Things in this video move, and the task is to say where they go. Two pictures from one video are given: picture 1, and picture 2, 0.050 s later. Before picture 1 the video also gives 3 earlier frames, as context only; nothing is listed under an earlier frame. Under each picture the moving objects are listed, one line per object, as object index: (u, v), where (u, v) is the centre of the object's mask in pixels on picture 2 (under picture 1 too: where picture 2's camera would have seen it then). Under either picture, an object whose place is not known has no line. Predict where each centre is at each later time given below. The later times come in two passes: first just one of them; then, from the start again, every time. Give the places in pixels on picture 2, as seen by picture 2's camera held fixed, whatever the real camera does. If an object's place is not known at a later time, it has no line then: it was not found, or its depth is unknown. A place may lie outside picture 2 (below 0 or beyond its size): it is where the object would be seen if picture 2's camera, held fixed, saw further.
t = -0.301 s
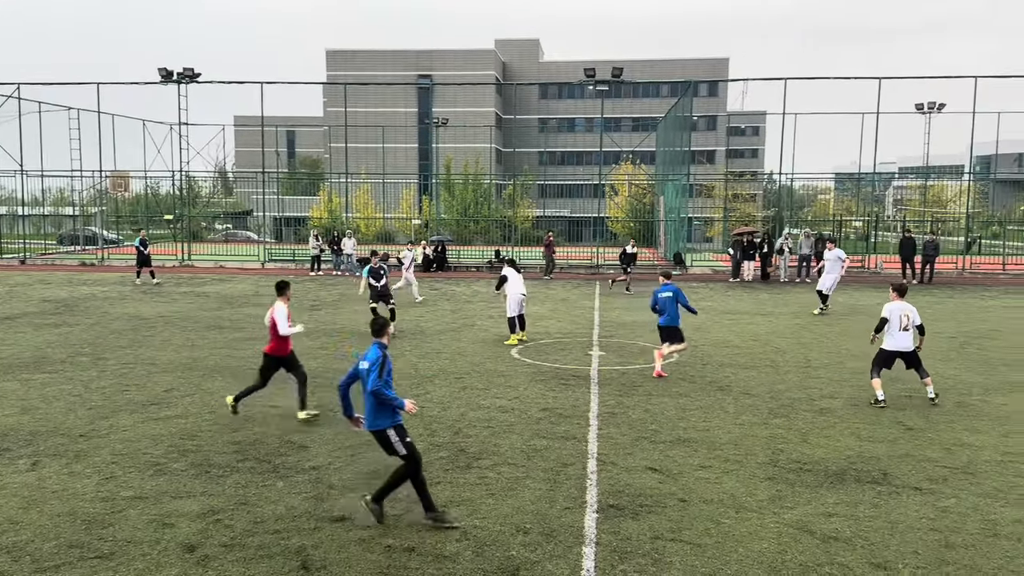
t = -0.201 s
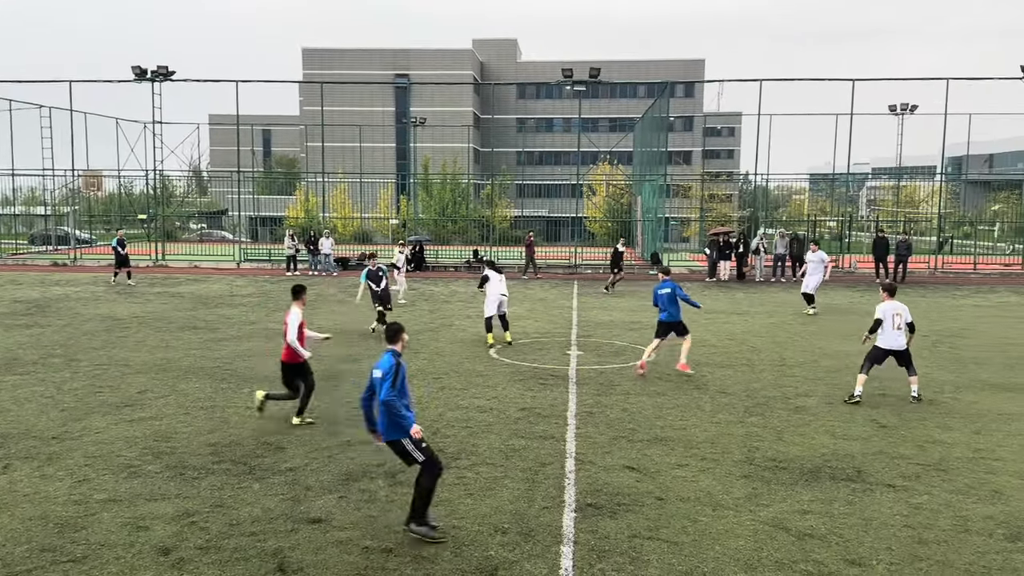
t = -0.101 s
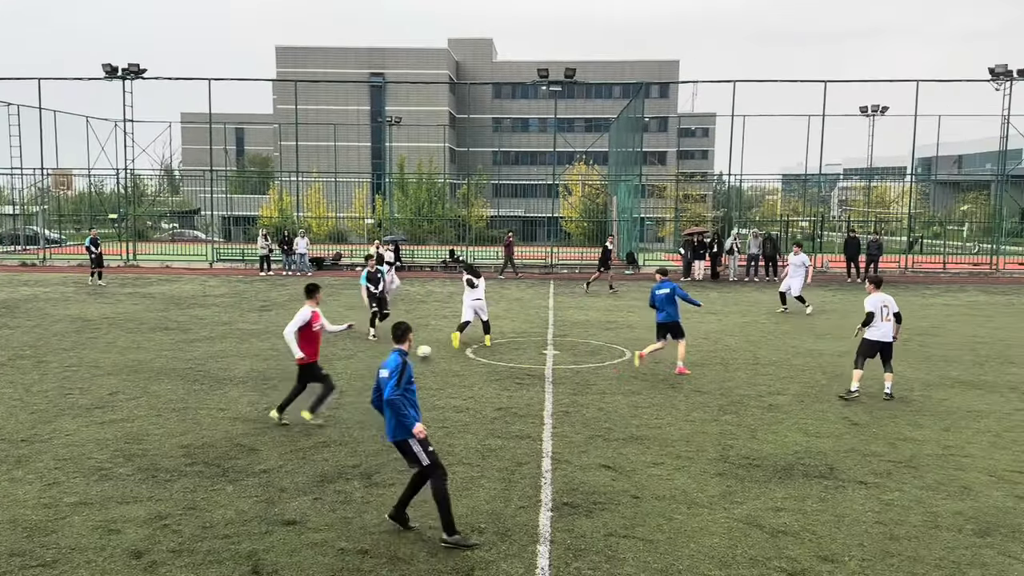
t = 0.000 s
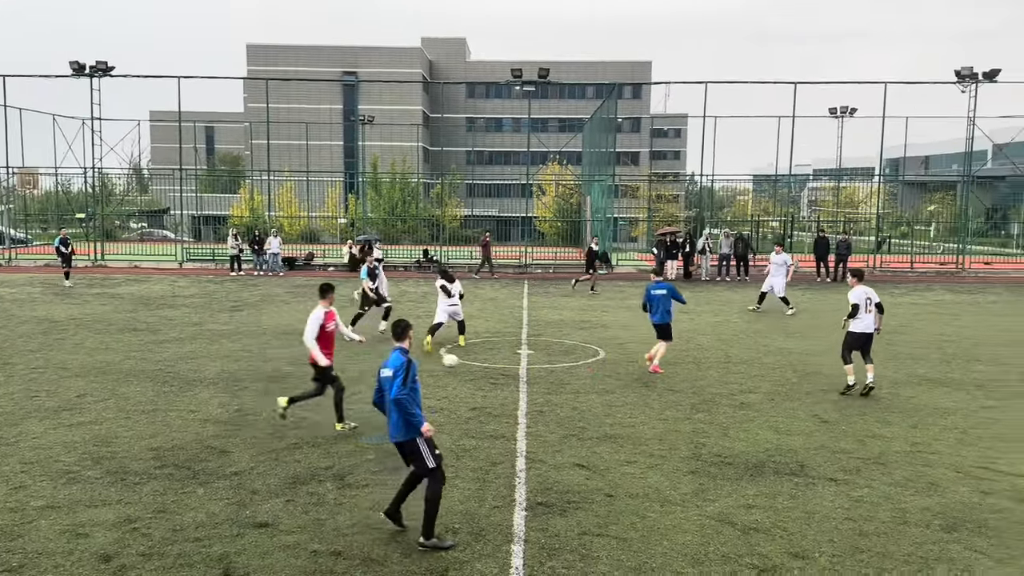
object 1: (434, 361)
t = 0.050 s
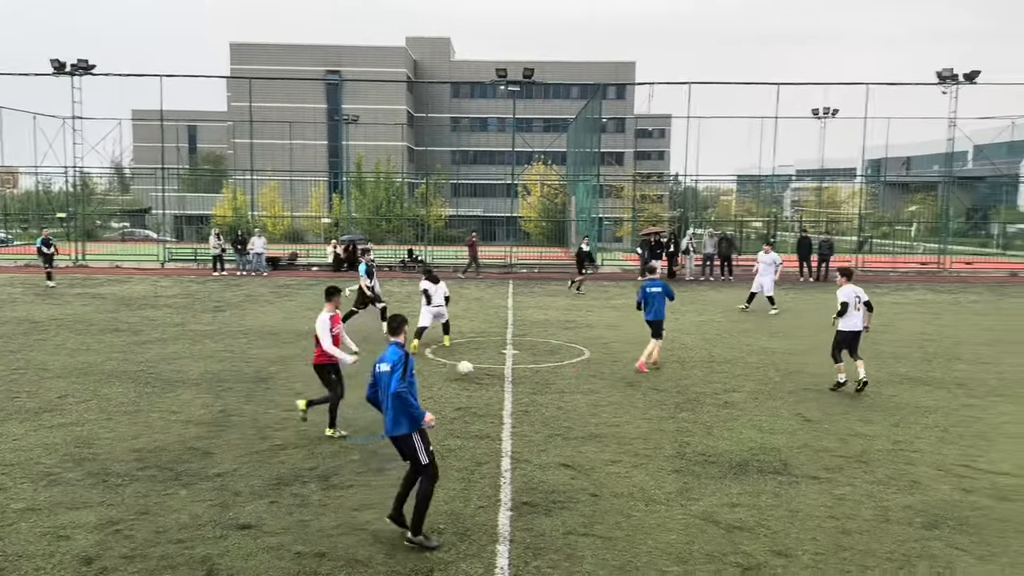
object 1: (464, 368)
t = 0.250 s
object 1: (606, 400)
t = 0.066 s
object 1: (475, 371)
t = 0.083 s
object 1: (486, 374)
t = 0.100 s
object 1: (497, 377)
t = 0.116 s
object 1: (508, 382)
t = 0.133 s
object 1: (520, 386)
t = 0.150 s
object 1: (532, 388)
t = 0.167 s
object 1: (544, 390)
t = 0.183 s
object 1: (555, 391)
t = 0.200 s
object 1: (567, 393)
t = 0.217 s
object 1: (580, 395)
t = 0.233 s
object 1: (592, 398)
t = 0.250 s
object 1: (606, 400)
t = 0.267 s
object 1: (618, 404)
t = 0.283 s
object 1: (632, 408)
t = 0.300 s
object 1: (647, 411)
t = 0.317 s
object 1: (660, 416)
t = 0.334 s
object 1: (675, 419)
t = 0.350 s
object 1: (689, 423)
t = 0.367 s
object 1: (704, 426)
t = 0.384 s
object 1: (719, 428)
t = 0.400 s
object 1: (734, 432)
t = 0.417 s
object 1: (749, 435)
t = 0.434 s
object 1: (766, 437)
